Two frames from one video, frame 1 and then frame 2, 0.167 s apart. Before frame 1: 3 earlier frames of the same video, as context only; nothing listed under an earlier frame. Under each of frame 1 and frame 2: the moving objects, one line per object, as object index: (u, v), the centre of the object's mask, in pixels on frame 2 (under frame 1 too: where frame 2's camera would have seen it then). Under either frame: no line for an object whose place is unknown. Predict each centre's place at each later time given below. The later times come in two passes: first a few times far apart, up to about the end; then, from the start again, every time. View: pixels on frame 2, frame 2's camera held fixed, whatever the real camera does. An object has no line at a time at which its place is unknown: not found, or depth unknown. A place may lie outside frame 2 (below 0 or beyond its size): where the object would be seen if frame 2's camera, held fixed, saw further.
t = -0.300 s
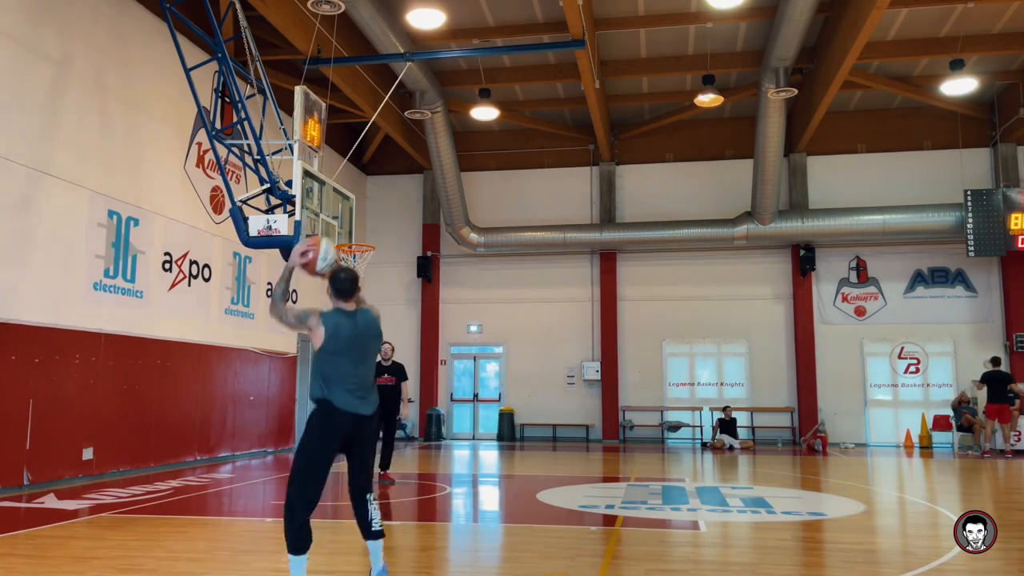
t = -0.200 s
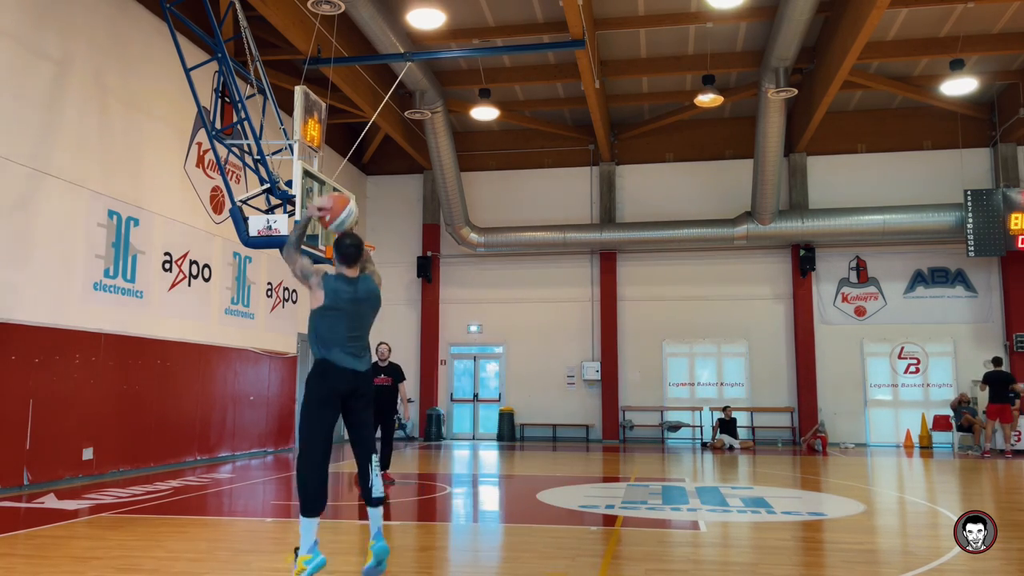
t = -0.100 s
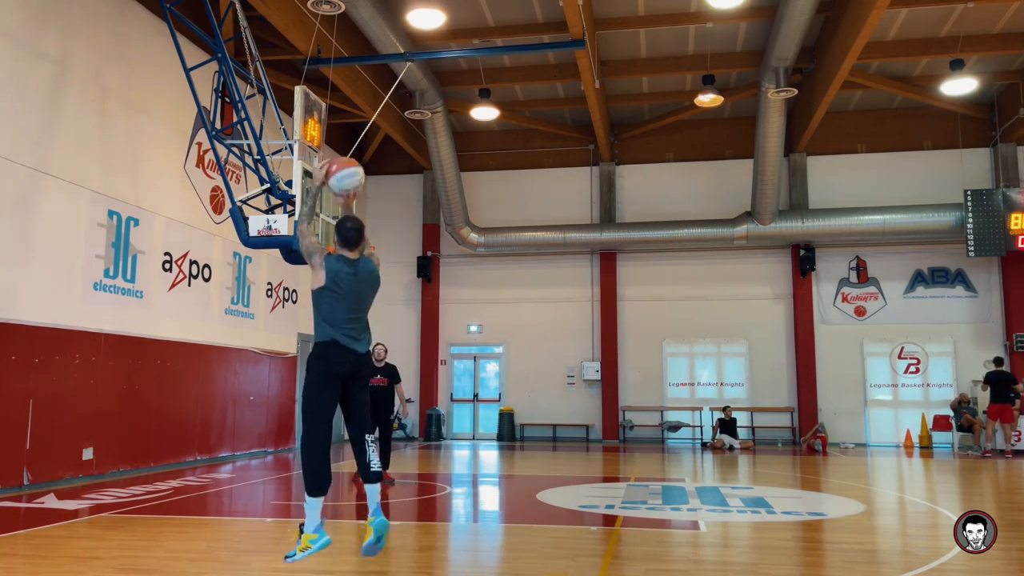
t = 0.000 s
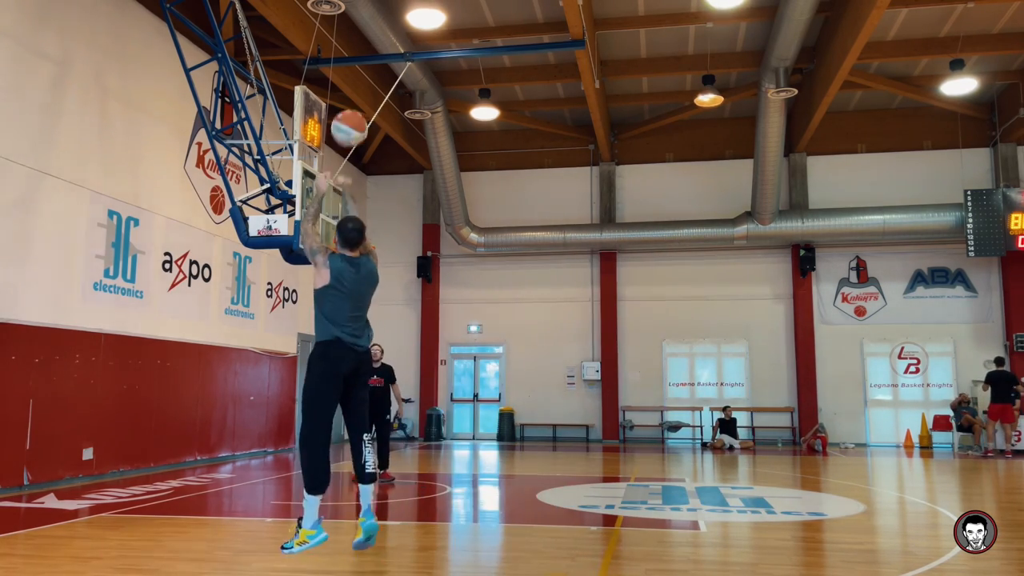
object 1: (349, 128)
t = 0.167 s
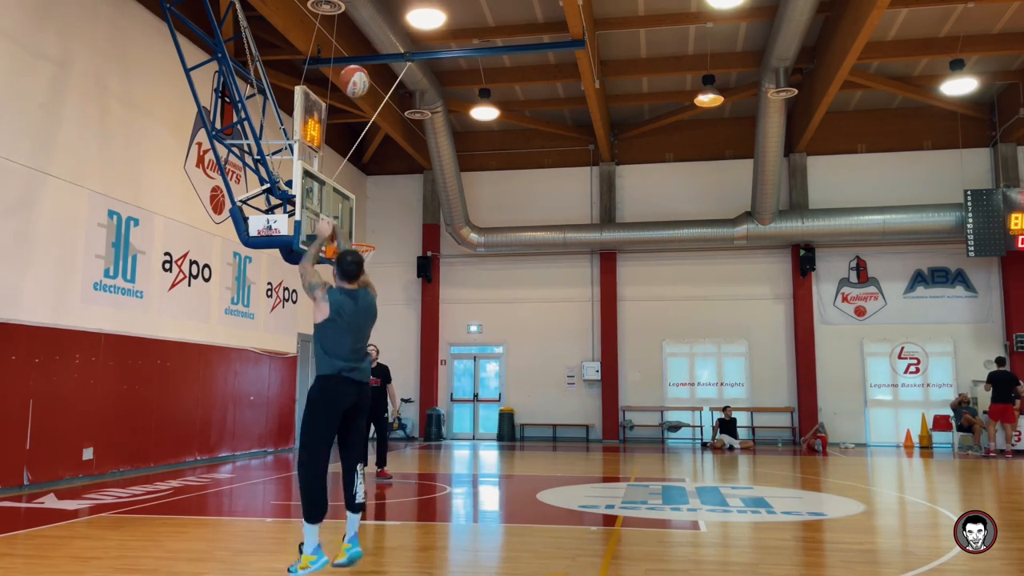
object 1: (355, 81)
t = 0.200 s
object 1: (354, 77)
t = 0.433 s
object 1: (356, 83)
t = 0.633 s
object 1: (355, 123)
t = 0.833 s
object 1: (354, 184)
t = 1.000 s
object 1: (353, 253)
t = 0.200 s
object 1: (354, 77)
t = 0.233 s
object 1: (355, 74)
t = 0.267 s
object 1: (356, 73)
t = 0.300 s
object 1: (356, 73)
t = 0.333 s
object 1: (357, 73)
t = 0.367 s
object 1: (356, 75)
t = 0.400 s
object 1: (356, 78)
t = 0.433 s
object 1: (356, 83)
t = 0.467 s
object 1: (356, 87)
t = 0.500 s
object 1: (356, 93)
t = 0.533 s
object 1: (356, 99)
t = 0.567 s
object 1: (356, 107)
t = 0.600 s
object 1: (355, 114)
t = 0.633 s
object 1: (355, 123)
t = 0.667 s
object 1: (355, 132)
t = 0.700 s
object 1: (355, 141)
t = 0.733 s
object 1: (355, 151)
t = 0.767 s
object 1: (354, 162)
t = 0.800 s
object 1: (354, 173)
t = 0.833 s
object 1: (354, 184)
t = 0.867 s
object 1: (354, 196)
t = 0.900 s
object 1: (353, 208)
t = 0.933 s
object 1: (353, 222)
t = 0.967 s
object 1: (352, 235)
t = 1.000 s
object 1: (353, 253)
